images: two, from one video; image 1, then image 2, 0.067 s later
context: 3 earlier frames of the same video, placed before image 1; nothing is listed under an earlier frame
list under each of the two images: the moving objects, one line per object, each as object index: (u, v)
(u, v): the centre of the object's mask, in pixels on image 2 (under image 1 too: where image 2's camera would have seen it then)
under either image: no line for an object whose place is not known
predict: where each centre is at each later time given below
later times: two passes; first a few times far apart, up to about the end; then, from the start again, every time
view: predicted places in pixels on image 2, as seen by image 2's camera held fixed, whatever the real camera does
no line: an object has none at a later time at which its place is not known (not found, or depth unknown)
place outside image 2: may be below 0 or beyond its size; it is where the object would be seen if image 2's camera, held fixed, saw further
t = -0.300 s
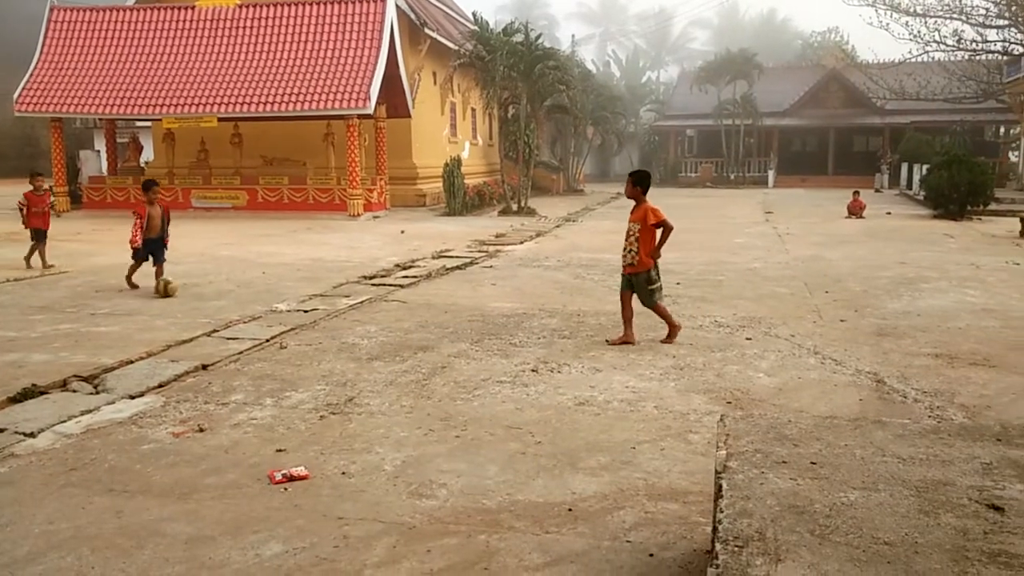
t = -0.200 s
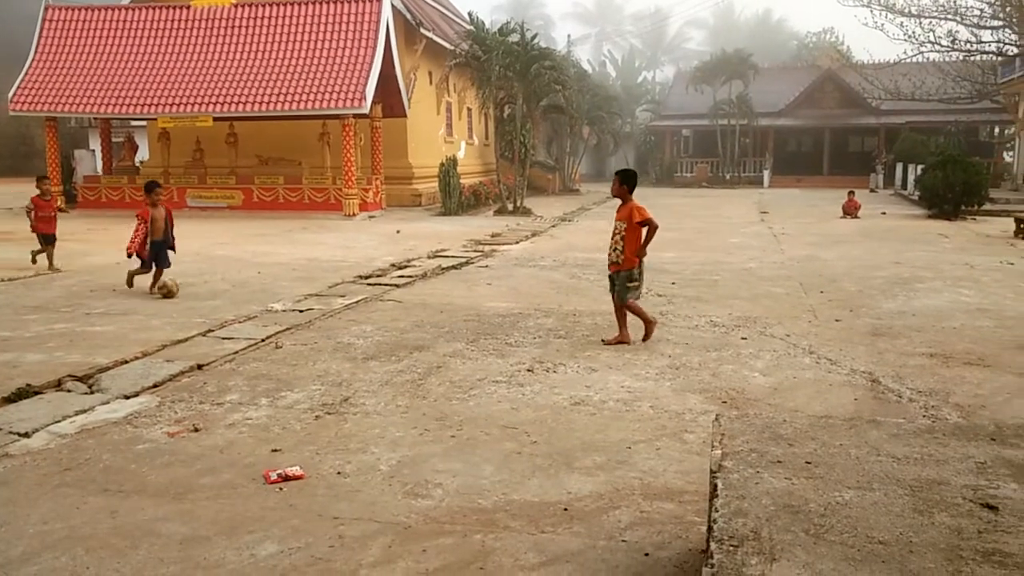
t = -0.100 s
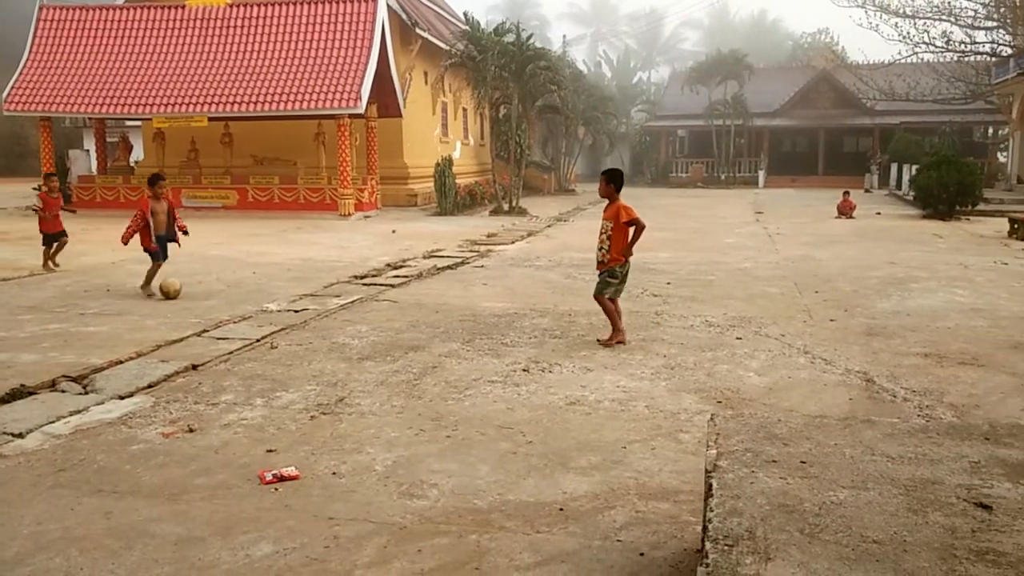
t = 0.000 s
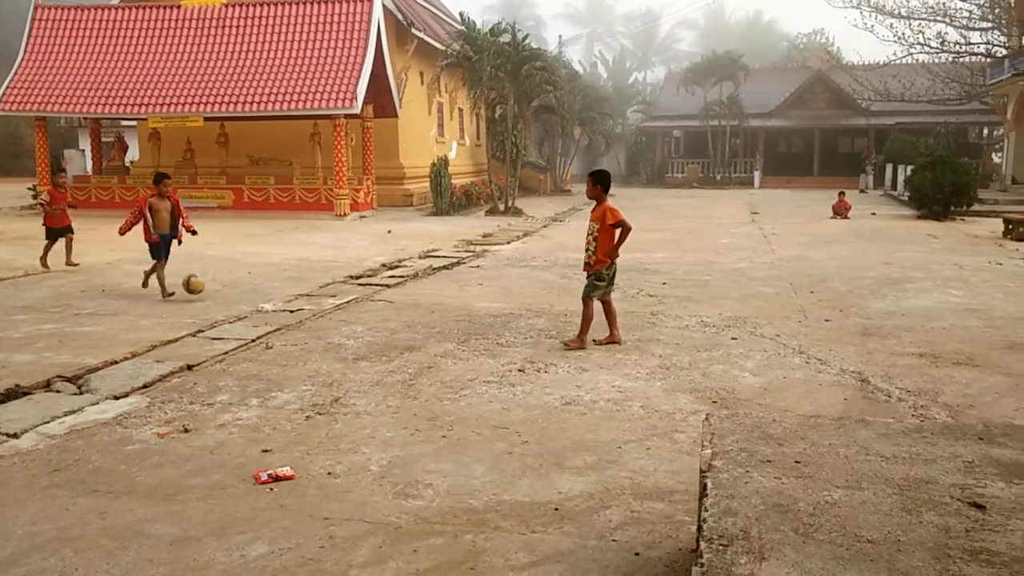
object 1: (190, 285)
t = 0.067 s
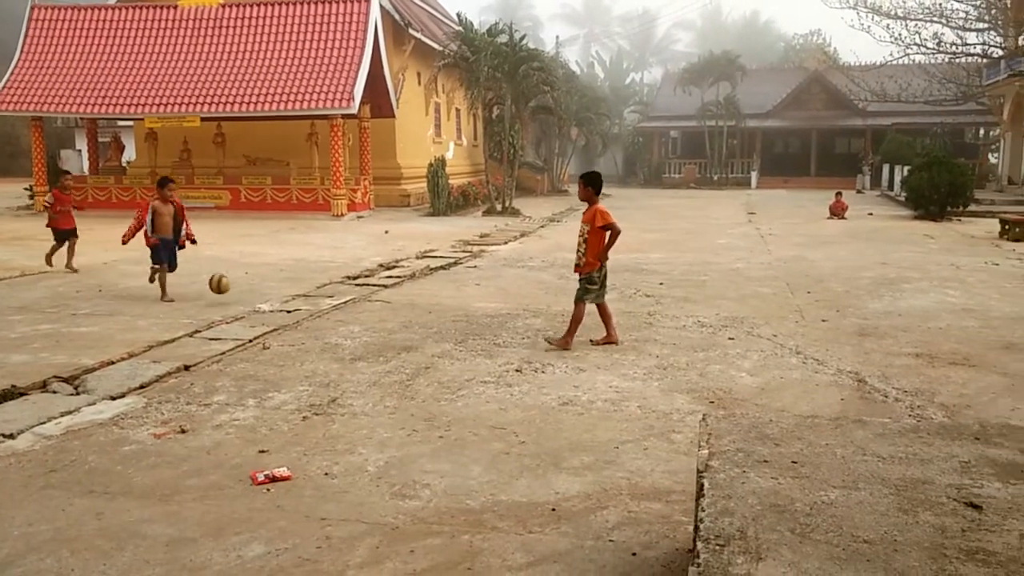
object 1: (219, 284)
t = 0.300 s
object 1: (311, 297)
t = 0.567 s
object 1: (378, 304)
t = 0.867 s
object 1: (453, 315)
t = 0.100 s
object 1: (234, 285)
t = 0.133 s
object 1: (249, 287)
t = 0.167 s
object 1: (265, 291)
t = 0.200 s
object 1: (281, 296)
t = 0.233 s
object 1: (295, 301)
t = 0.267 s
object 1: (303, 299)
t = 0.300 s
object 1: (311, 297)
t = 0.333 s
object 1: (319, 297)
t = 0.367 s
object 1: (327, 298)
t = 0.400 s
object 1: (336, 300)
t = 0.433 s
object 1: (345, 303)
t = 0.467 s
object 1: (354, 306)
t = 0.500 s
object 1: (362, 305)
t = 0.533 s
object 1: (371, 304)
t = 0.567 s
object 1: (378, 304)
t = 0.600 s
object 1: (387, 305)
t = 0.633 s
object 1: (395, 308)
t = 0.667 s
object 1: (404, 309)
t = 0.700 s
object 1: (412, 309)
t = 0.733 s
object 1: (421, 311)
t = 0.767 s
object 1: (429, 312)
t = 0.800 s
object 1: (437, 313)
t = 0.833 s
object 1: (446, 313)
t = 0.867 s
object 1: (453, 315)
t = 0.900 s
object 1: (462, 315)
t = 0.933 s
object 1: (471, 316)
